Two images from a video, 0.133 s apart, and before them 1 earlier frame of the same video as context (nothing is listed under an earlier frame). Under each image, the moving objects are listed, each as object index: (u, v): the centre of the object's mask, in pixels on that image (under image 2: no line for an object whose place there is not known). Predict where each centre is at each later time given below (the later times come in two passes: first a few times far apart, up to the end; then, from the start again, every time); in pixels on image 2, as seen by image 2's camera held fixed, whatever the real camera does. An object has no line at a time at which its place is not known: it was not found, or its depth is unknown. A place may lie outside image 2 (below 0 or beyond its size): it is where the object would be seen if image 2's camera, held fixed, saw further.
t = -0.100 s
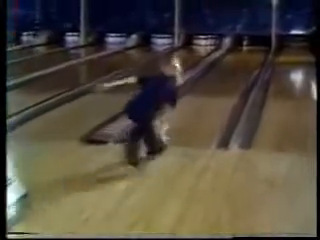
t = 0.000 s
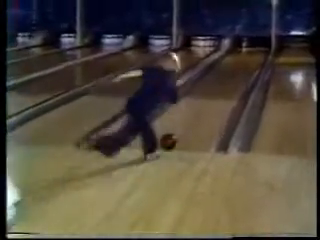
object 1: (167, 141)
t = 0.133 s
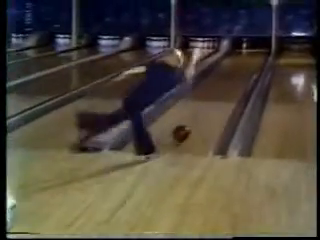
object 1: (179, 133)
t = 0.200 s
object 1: (186, 127)
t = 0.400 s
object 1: (202, 109)
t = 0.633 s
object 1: (215, 95)
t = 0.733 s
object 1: (219, 89)
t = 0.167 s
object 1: (183, 130)
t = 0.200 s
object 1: (186, 127)
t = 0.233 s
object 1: (189, 123)
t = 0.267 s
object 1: (191, 121)
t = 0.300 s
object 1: (194, 118)
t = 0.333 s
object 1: (197, 115)
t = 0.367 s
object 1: (199, 111)
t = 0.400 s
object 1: (202, 109)
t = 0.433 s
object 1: (204, 107)
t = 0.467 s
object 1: (206, 104)
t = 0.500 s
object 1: (208, 103)
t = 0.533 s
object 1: (210, 100)
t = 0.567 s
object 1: (212, 98)
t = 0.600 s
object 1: (212, 97)
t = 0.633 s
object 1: (215, 95)
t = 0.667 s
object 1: (216, 92)
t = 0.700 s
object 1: (217, 90)
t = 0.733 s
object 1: (219, 89)
